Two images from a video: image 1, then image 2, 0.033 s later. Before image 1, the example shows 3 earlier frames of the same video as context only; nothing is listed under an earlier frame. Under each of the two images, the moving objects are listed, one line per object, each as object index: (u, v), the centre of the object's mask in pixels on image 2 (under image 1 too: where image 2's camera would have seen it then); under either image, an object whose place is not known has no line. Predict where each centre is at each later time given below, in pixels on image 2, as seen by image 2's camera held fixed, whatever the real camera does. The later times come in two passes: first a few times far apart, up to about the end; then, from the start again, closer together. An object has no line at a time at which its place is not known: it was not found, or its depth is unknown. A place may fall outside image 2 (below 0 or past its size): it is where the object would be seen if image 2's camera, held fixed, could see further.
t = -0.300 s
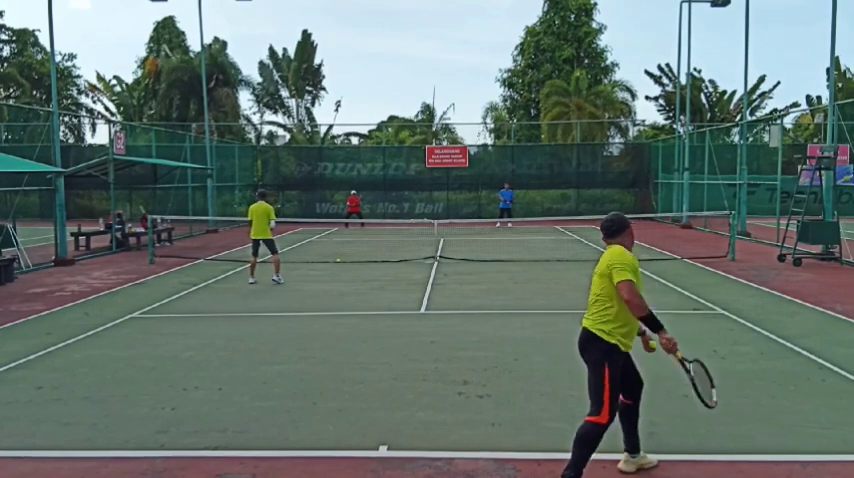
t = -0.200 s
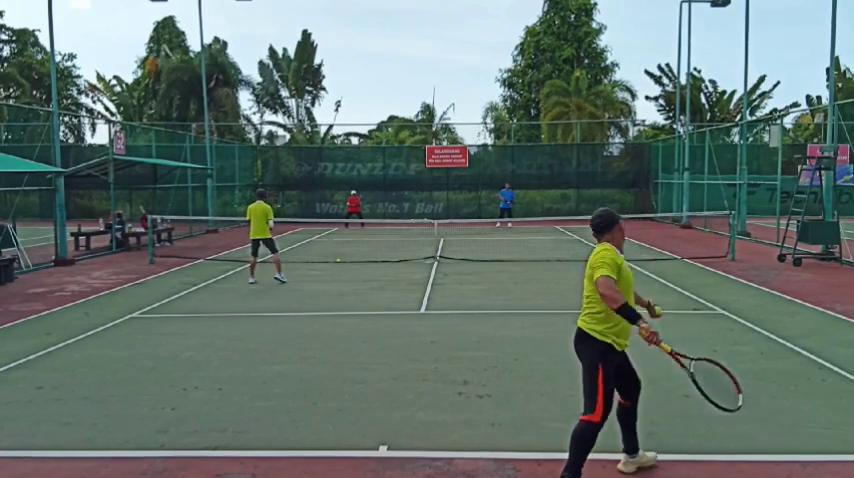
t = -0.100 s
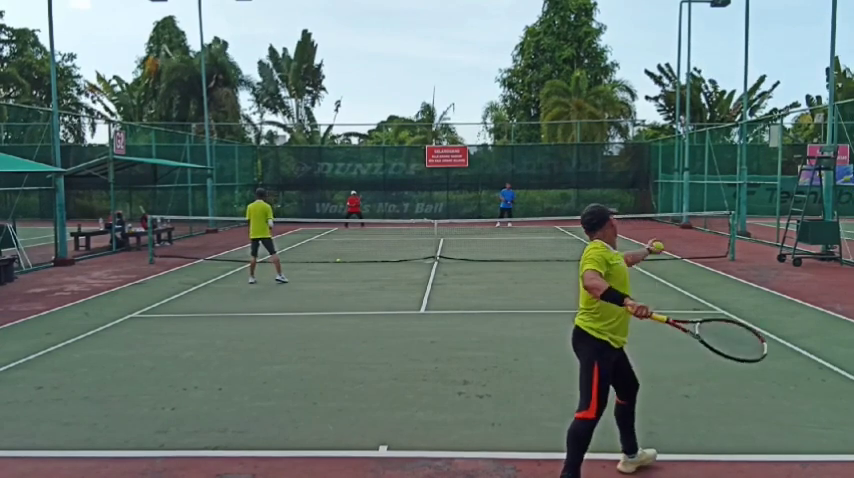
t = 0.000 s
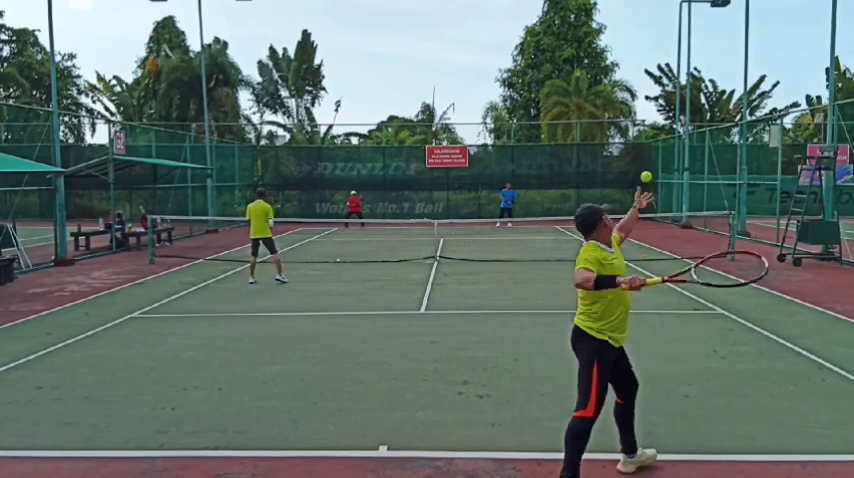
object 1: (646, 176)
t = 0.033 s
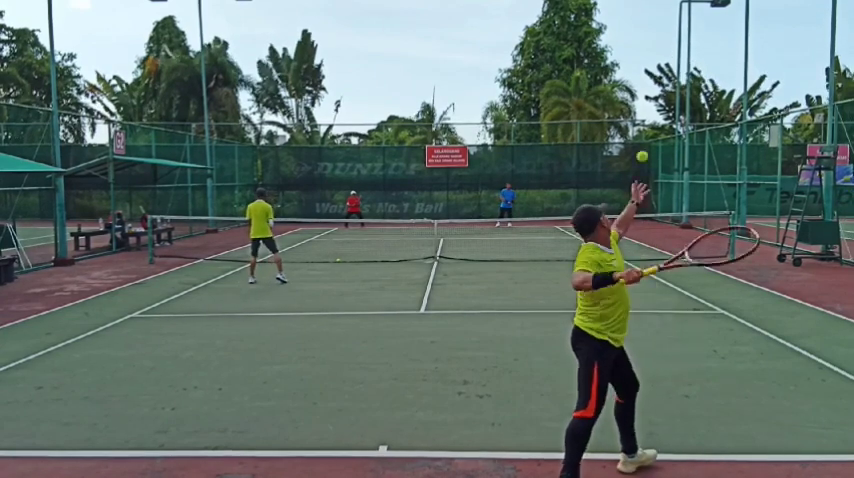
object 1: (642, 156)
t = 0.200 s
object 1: (622, 77)
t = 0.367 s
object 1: (602, 38)
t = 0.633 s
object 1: (567, 58)
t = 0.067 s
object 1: (638, 137)
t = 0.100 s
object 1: (634, 120)
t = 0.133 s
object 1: (630, 104)
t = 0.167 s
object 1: (627, 90)
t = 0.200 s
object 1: (622, 77)
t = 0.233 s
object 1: (617, 66)
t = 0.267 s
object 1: (614, 57)
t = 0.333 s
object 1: (606, 43)
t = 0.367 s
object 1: (602, 38)
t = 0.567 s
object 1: (576, 44)
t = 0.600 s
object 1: (571, 50)
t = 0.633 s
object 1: (567, 58)
